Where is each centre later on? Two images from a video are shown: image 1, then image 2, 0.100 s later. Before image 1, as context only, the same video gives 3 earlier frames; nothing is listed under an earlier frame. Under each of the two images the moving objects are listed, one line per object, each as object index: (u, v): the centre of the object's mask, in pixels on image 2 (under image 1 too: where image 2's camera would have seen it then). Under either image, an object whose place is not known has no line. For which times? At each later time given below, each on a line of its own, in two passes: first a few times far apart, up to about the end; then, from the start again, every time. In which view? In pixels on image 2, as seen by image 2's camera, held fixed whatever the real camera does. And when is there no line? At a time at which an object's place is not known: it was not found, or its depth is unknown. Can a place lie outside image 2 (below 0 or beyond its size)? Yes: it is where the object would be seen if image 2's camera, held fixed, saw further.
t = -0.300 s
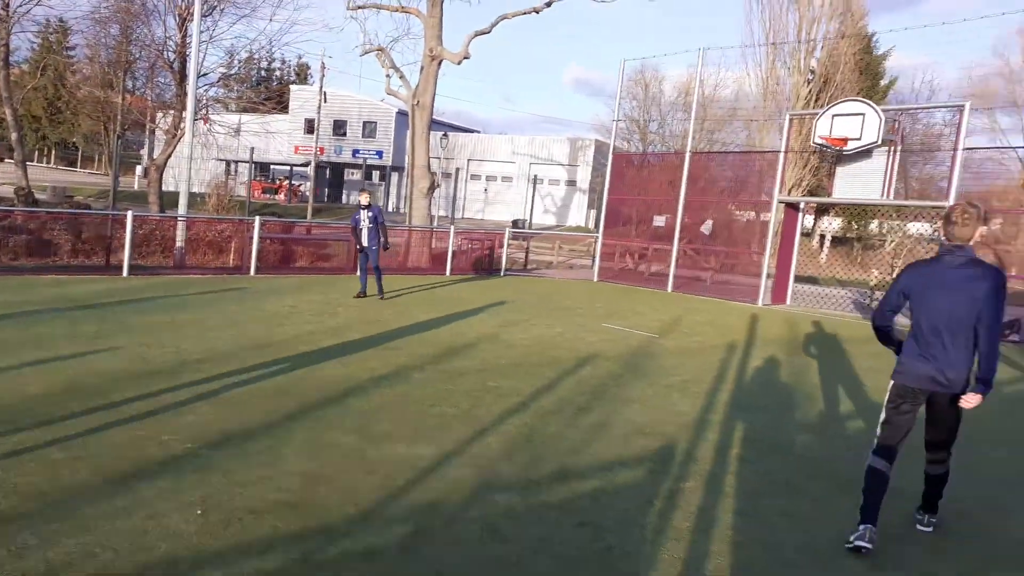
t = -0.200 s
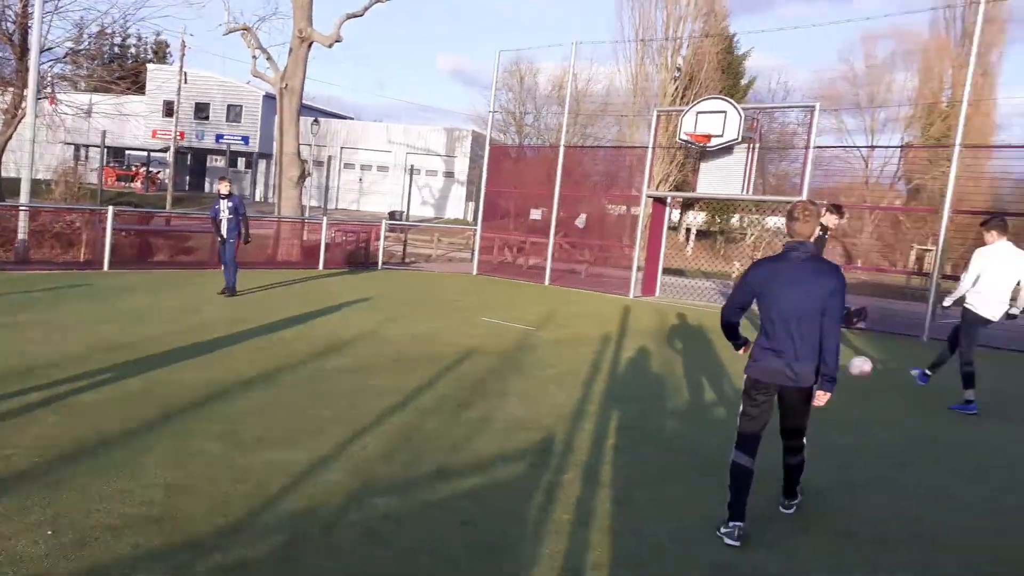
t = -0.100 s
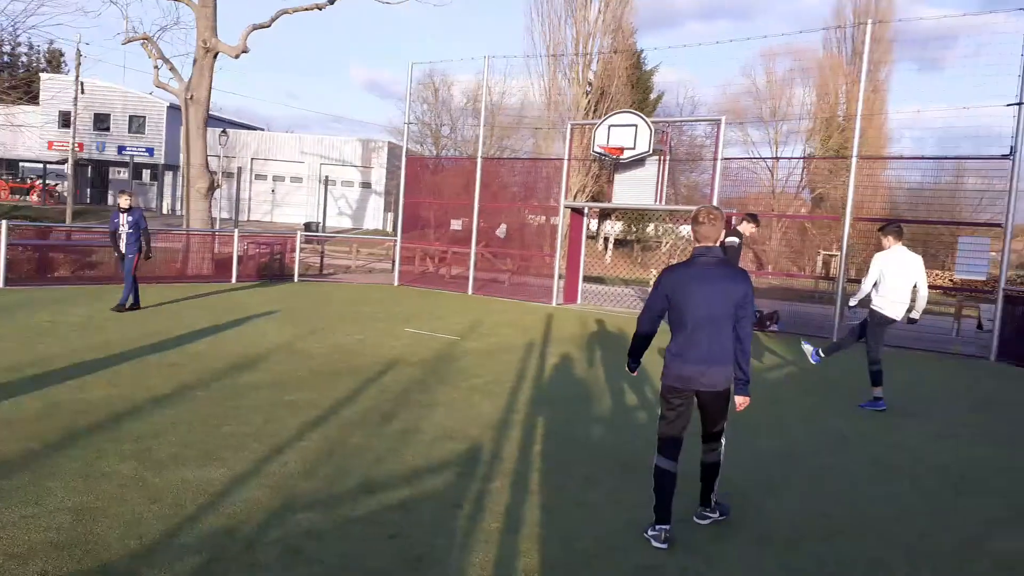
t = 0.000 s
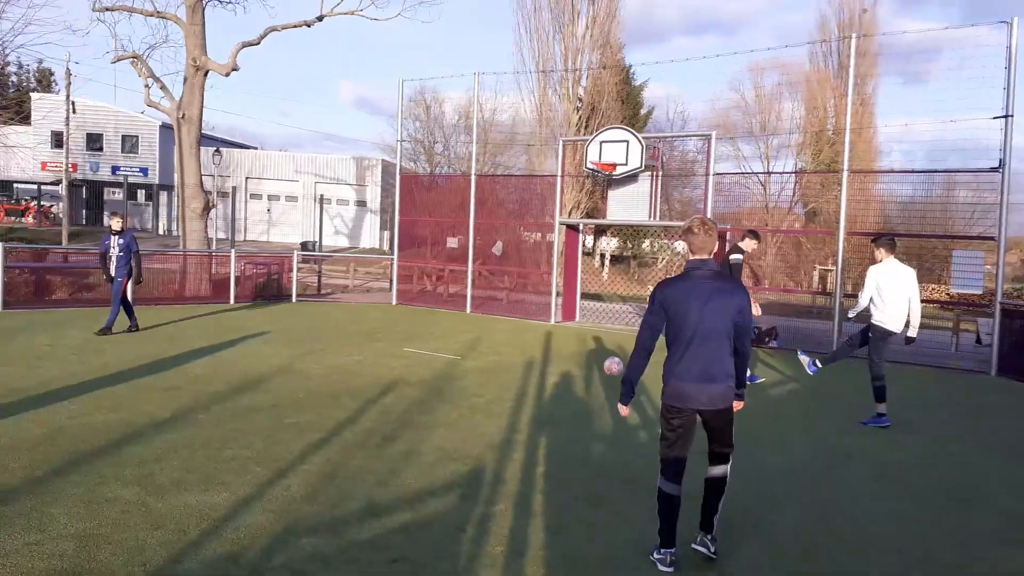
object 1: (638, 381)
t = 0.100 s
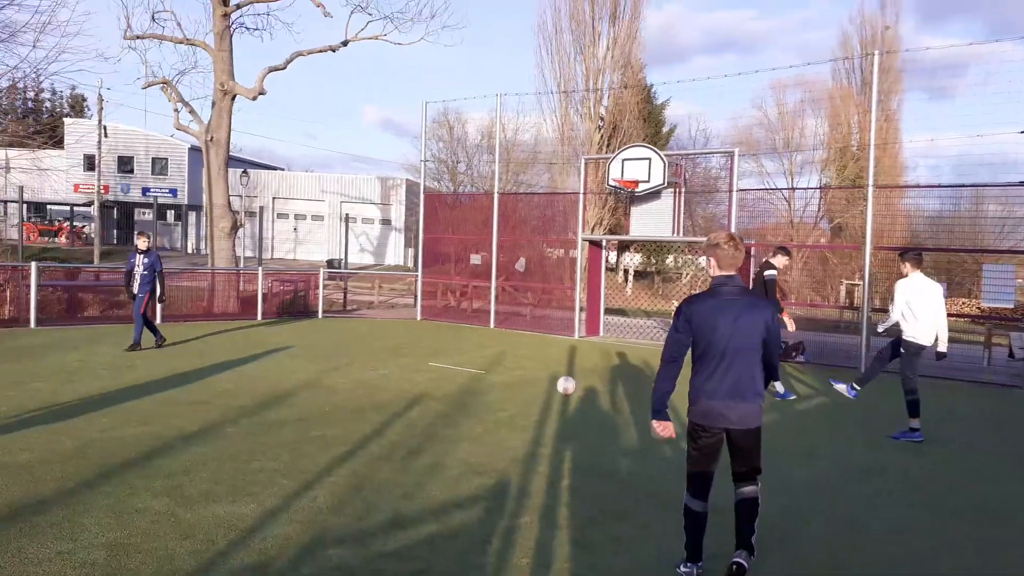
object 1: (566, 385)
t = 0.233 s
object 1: (493, 366)
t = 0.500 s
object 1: (364, 362)
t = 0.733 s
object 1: (278, 356)
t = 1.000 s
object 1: (197, 349)
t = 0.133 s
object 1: (547, 380)
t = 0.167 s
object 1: (529, 374)
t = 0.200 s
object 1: (511, 370)
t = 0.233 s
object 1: (493, 366)
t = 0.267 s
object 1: (476, 363)
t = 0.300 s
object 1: (459, 360)
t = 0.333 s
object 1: (442, 359)
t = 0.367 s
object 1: (425, 360)
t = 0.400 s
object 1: (409, 362)
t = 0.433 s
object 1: (393, 364)
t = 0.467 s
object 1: (378, 366)
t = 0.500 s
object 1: (364, 362)
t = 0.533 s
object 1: (352, 358)
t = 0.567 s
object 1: (339, 356)
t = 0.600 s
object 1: (327, 354)
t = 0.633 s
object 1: (314, 353)
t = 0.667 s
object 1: (302, 353)
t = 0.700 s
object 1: (290, 354)
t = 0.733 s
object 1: (278, 356)
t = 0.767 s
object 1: (267, 355)
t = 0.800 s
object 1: (256, 353)
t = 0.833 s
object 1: (246, 351)
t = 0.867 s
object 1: (236, 350)
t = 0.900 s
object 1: (226, 350)
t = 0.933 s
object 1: (216, 351)
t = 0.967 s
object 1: (206, 352)
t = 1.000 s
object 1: (197, 349)
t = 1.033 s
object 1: (188, 347)
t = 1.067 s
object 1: (178, 345)
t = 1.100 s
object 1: (169, 345)
